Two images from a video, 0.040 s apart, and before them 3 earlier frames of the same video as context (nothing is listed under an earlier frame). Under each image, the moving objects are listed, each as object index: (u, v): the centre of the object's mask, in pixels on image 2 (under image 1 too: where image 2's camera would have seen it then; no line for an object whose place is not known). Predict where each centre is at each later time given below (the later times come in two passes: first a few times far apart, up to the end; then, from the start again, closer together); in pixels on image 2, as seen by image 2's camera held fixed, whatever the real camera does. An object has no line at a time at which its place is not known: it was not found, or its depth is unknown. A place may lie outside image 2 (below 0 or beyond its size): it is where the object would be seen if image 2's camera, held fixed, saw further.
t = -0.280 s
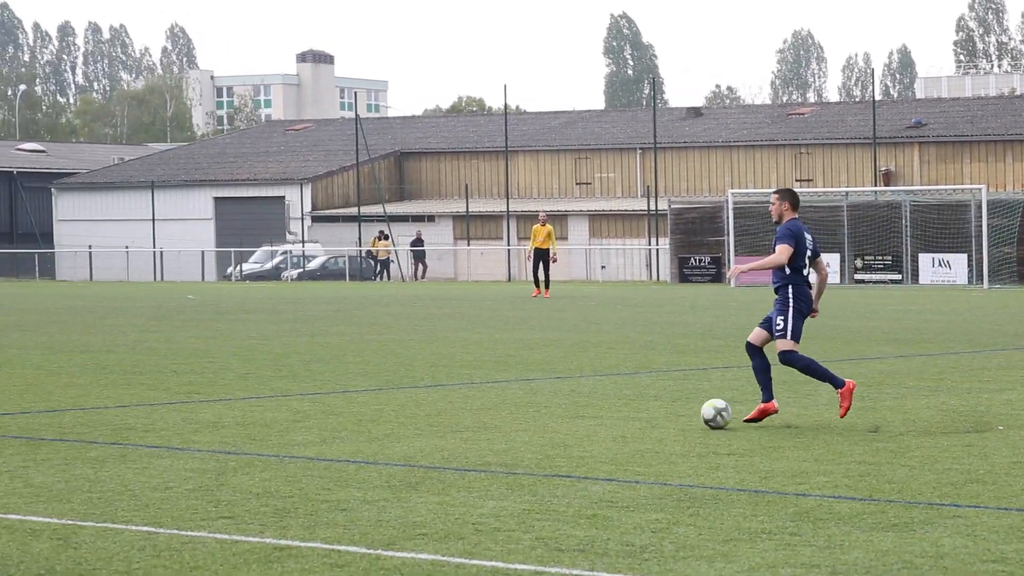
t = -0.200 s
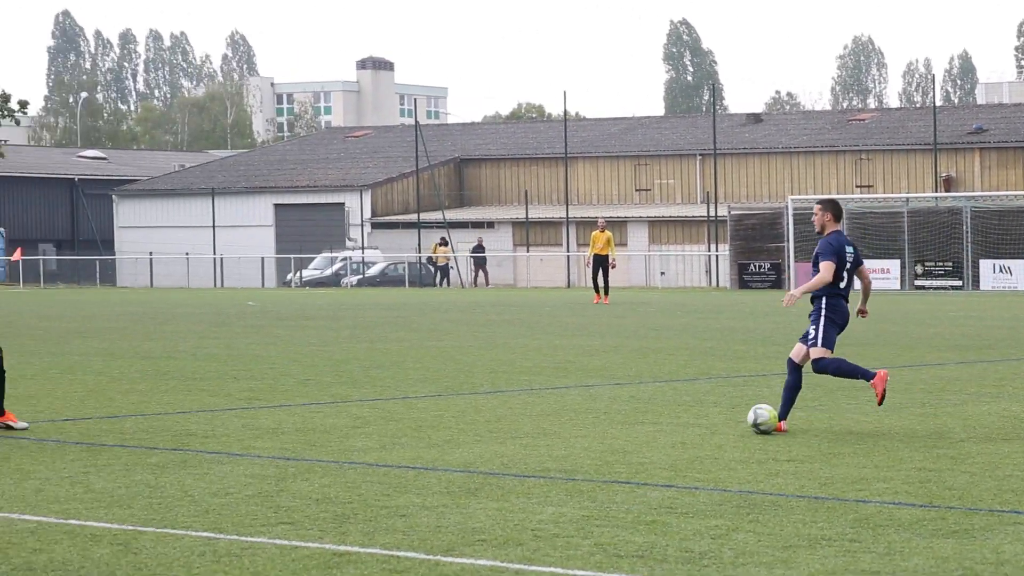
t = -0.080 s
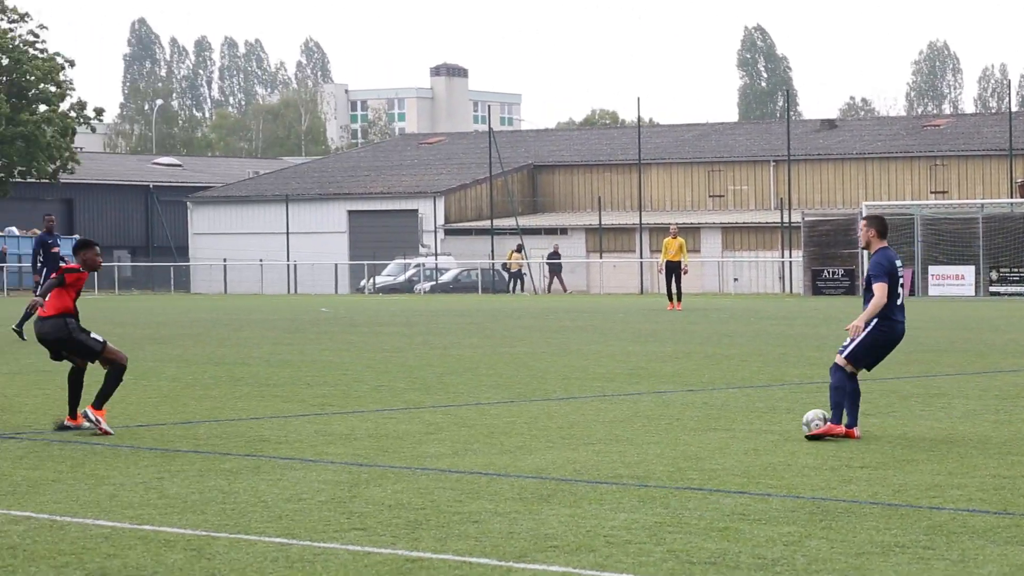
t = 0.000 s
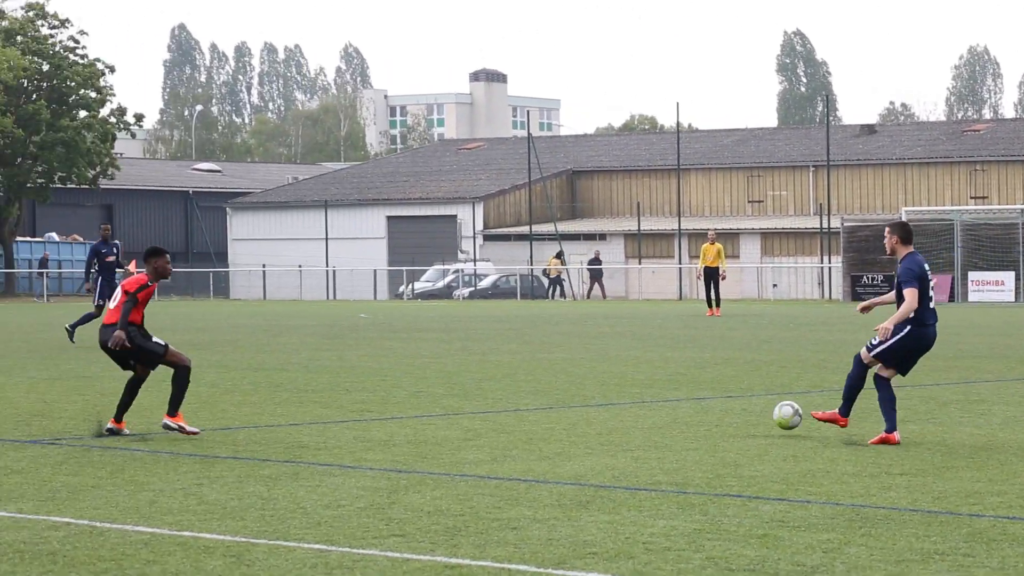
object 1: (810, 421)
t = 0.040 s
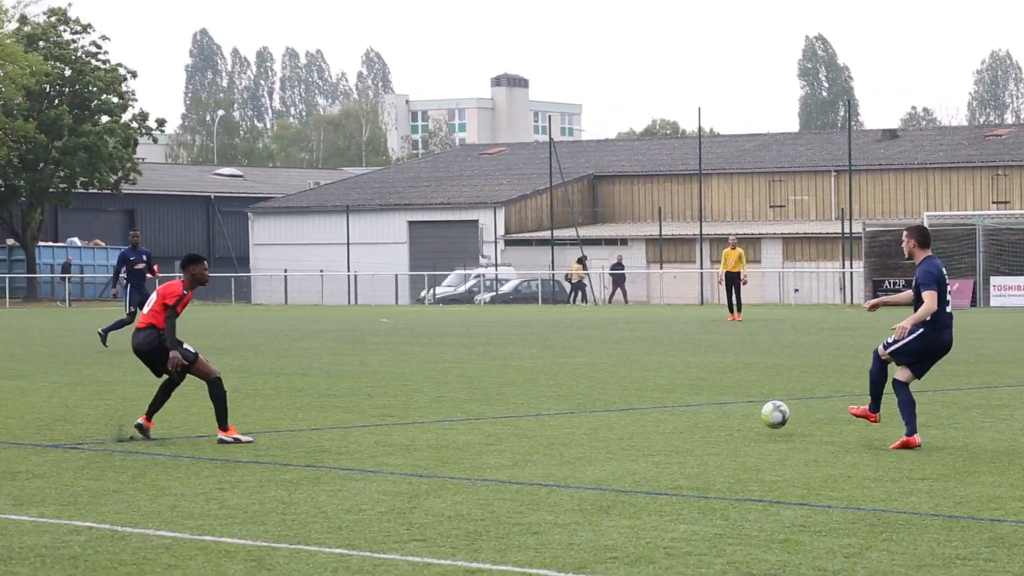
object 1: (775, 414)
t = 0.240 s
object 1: (643, 392)
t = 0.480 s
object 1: (545, 378)
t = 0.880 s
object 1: (454, 362)
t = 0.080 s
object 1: (742, 410)
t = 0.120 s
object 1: (713, 408)
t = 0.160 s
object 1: (687, 405)
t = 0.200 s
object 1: (665, 398)
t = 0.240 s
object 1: (643, 392)
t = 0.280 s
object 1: (622, 389)
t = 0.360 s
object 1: (586, 389)
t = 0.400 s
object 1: (571, 386)
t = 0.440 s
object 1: (557, 381)
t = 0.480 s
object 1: (545, 378)
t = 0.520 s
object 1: (532, 377)
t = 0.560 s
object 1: (520, 380)
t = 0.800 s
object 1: (466, 368)
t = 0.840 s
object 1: (460, 364)
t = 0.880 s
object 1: (454, 362)
